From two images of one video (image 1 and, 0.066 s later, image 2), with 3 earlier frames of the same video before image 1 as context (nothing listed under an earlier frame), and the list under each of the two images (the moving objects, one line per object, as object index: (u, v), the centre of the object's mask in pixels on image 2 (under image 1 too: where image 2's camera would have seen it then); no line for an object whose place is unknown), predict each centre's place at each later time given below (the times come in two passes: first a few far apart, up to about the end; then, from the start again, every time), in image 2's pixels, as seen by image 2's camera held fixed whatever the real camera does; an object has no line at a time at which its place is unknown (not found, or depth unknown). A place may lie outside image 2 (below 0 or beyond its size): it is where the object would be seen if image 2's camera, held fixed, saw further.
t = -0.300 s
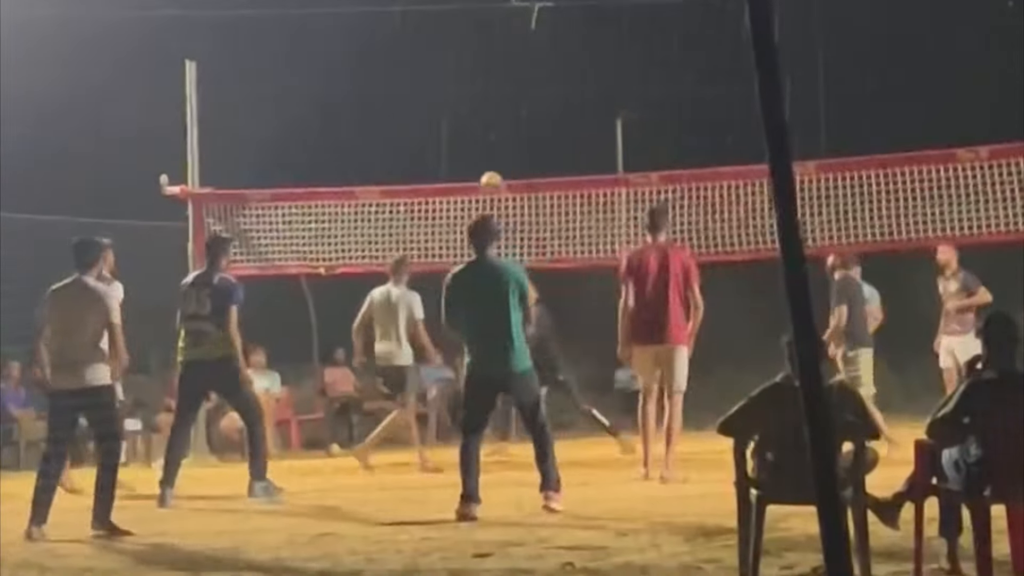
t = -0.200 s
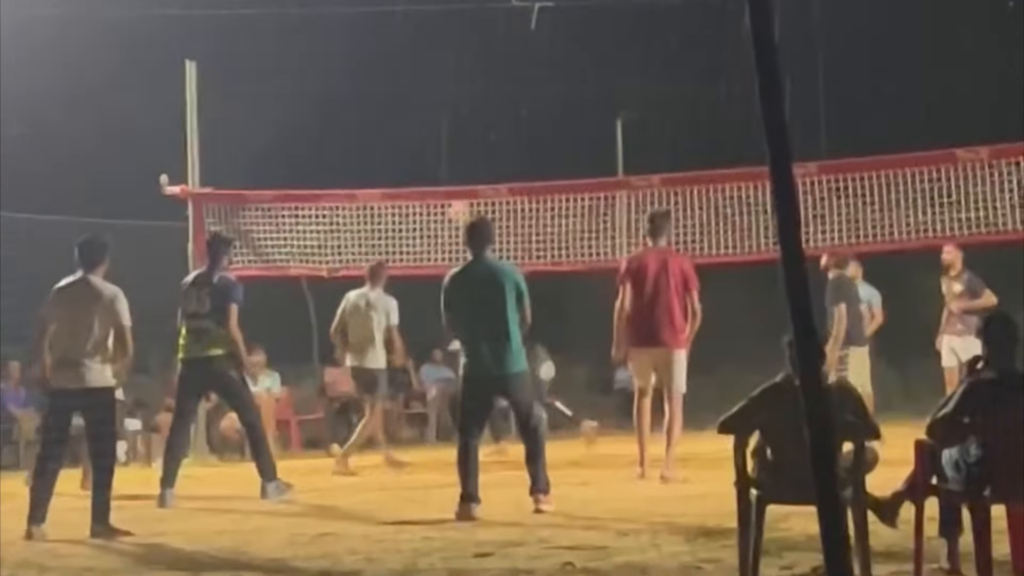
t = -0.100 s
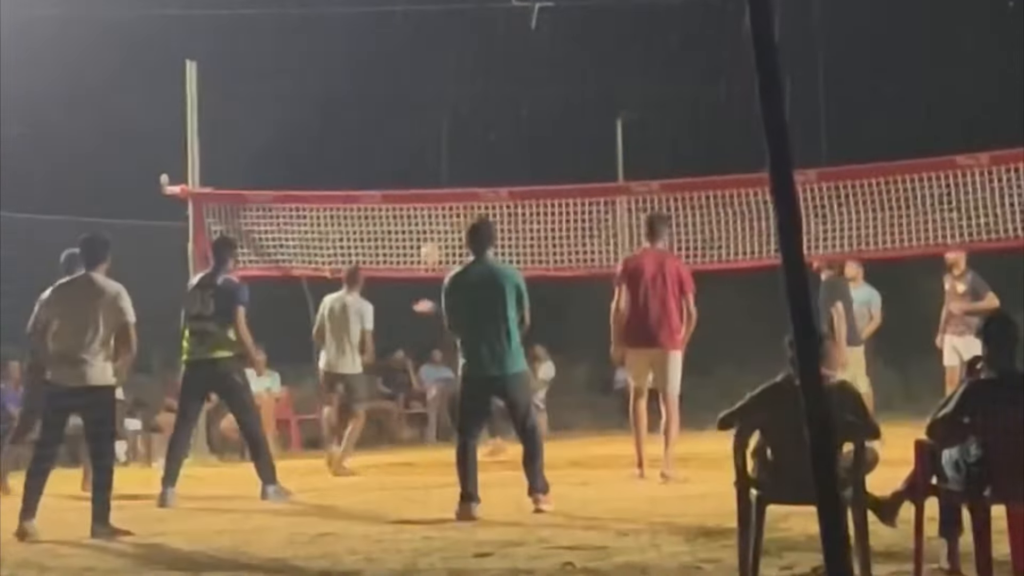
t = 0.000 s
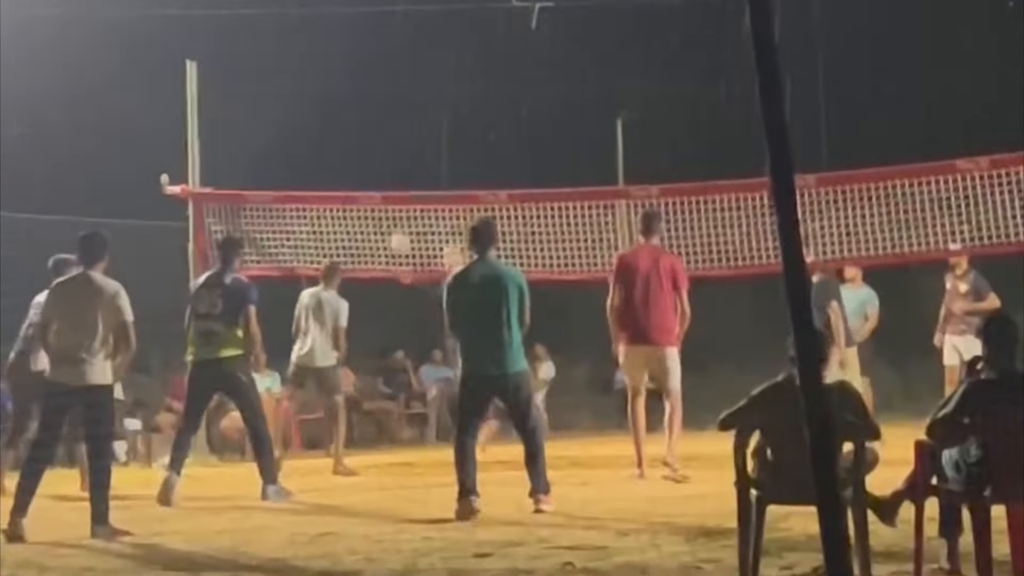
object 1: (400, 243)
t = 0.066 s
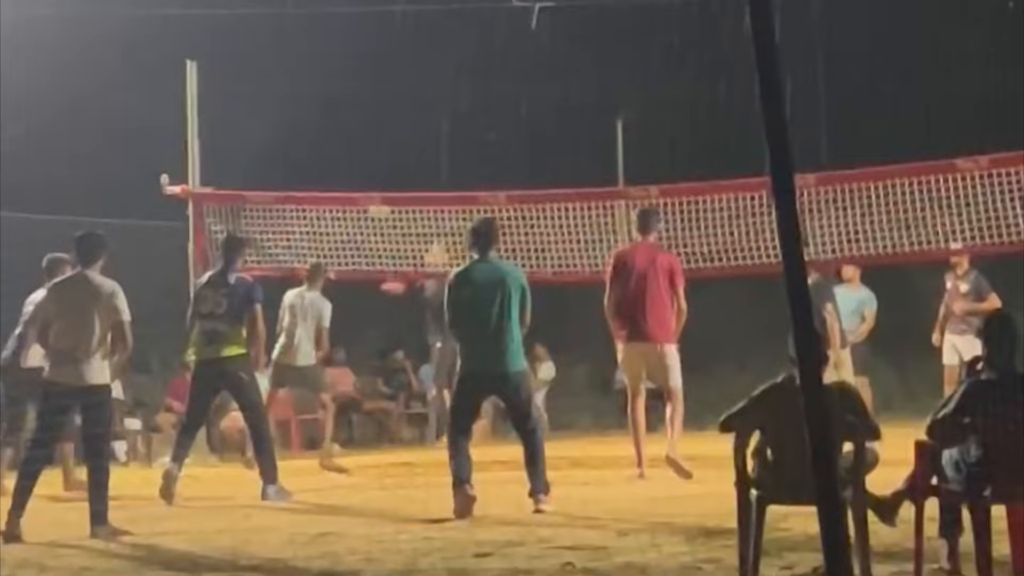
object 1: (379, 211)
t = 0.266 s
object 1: (318, 130)
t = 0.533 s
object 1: (240, 96)
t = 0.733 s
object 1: (180, 124)
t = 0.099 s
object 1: (369, 188)
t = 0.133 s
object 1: (359, 177)
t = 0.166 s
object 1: (348, 163)
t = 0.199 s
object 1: (338, 151)
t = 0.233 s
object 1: (328, 140)
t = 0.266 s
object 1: (318, 130)
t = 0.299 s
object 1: (308, 121)
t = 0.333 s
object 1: (298, 114)
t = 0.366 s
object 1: (288, 108)
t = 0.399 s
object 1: (278, 103)
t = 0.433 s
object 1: (269, 99)
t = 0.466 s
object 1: (259, 97)
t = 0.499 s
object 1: (249, 96)
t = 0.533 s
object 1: (240, 96)
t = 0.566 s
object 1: (230, 98)
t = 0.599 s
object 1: (220, 100)
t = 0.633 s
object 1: (210, 104)
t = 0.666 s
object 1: (202, 109)
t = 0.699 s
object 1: (191, 117)
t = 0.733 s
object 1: (180, 124)
